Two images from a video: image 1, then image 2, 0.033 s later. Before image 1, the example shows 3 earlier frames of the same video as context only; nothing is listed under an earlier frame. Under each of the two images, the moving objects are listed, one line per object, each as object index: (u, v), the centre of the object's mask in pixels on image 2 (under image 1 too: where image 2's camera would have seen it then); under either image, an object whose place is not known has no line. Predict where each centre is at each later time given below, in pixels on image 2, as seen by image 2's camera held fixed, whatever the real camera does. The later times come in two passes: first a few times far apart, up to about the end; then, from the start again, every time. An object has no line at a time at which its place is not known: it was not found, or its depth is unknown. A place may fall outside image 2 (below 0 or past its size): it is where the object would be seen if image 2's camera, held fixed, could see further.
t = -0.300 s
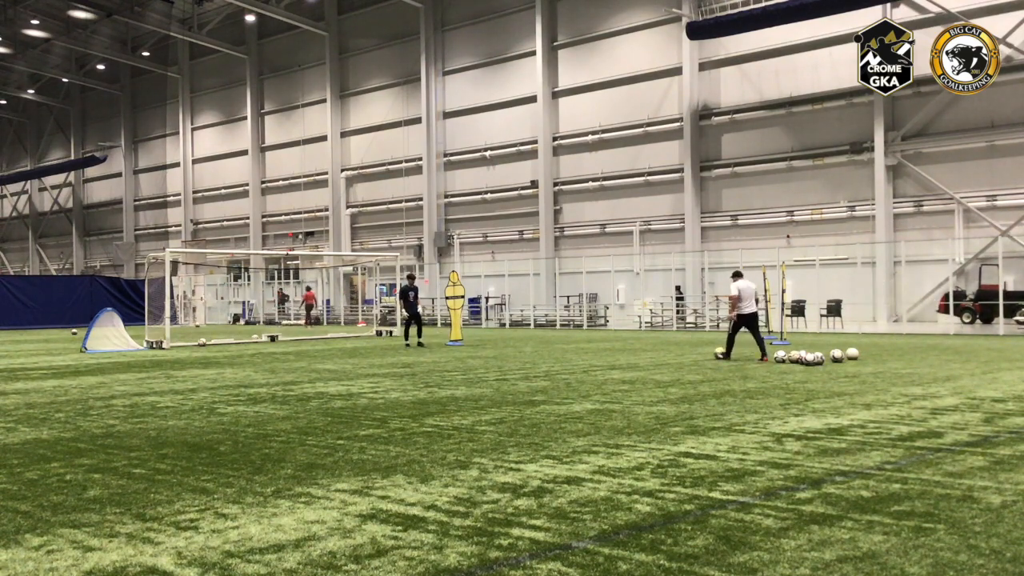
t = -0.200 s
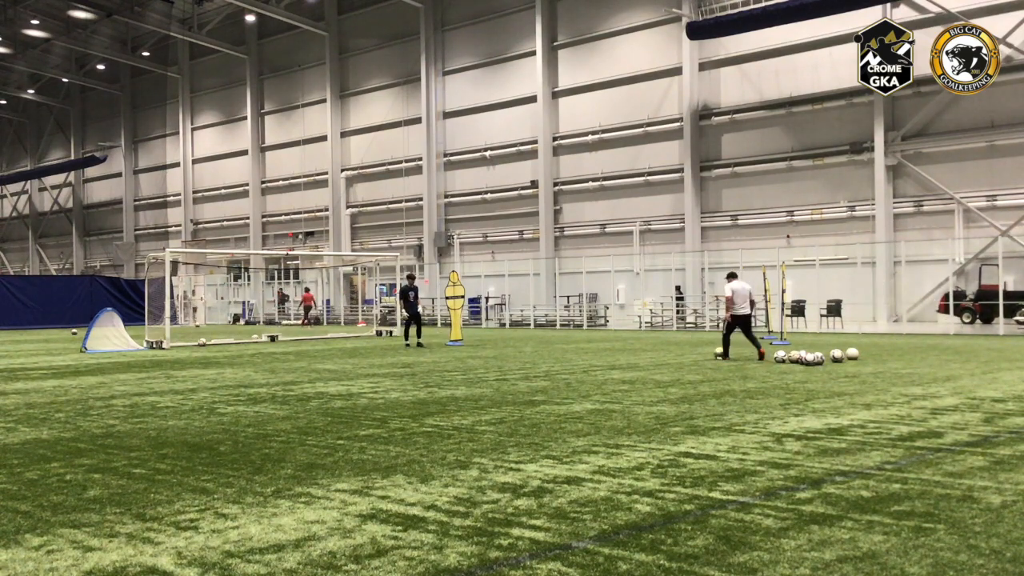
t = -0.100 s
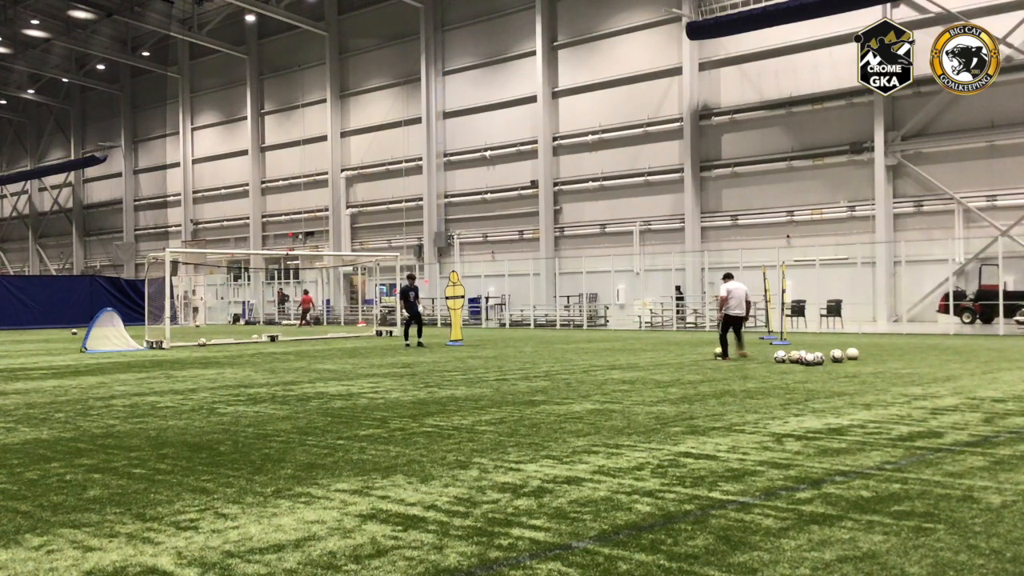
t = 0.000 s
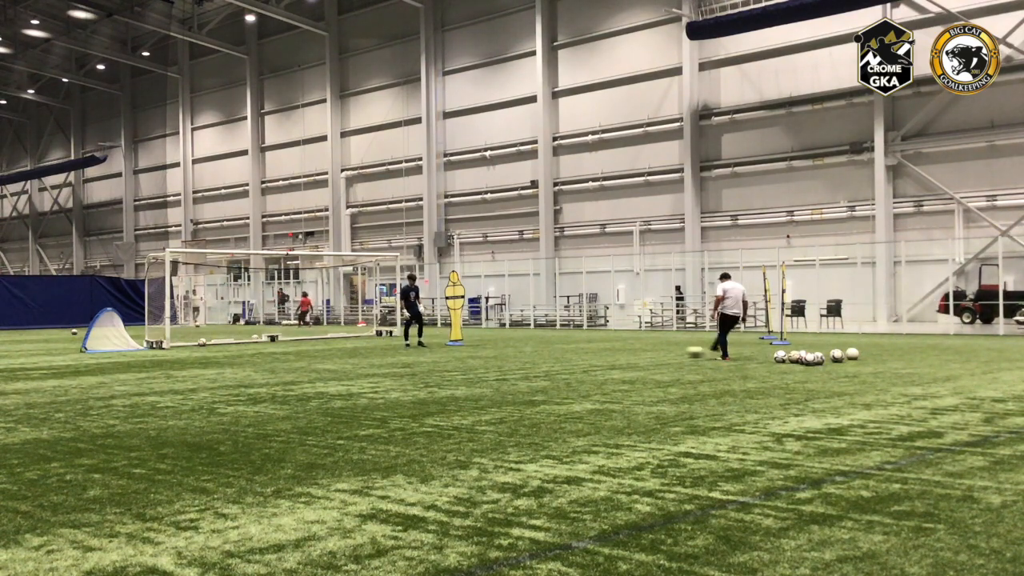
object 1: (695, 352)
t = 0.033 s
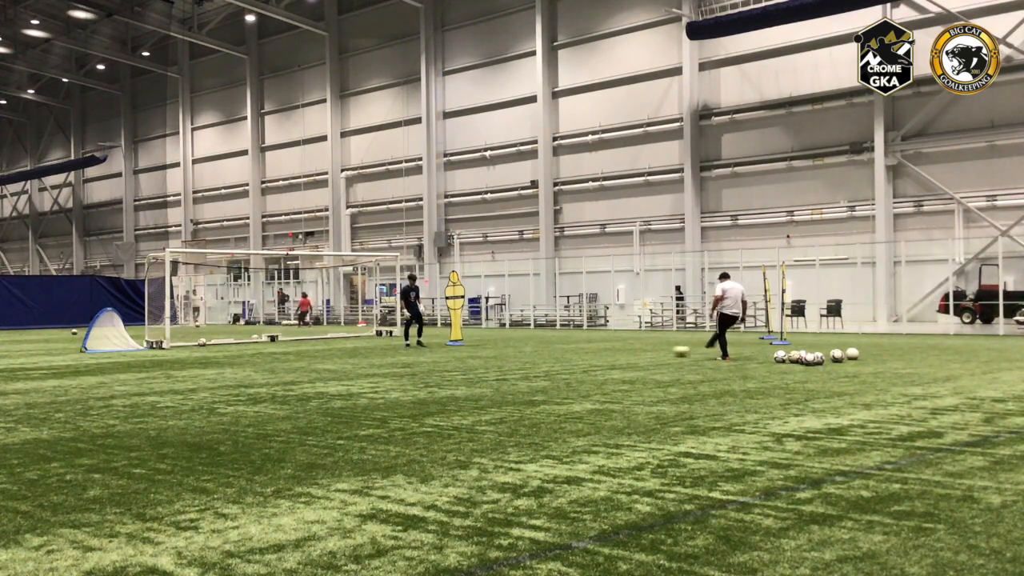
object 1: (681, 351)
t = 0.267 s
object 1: (600, 349)
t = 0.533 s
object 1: (532, 347)
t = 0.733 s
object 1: (494, 345)
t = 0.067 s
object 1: (668, 351)
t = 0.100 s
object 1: (656, 351)
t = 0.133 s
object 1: (644, 350)
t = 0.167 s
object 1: (632, 350)
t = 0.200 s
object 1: (621, 350)
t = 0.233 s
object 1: (610, 349)
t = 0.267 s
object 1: (600, 349)
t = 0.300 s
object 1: (590, 349)
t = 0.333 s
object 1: (581, 348)
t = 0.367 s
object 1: (572, 348)
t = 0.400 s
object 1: (564, 348)
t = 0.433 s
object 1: (556, 347)
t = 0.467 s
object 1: (547, 347)
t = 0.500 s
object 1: (540, 347)
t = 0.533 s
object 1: (532, 347)
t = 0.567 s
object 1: (525, 346)
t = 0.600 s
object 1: (518, 346)
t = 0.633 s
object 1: (511, 346)
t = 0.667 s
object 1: (505, 346)
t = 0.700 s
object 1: (500, 346)
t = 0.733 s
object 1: (494, 345)
